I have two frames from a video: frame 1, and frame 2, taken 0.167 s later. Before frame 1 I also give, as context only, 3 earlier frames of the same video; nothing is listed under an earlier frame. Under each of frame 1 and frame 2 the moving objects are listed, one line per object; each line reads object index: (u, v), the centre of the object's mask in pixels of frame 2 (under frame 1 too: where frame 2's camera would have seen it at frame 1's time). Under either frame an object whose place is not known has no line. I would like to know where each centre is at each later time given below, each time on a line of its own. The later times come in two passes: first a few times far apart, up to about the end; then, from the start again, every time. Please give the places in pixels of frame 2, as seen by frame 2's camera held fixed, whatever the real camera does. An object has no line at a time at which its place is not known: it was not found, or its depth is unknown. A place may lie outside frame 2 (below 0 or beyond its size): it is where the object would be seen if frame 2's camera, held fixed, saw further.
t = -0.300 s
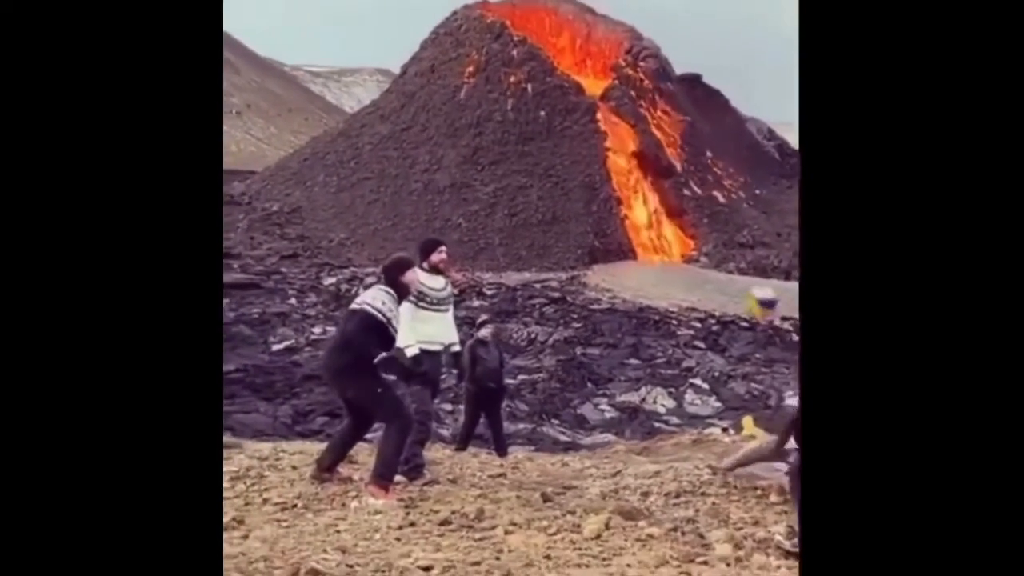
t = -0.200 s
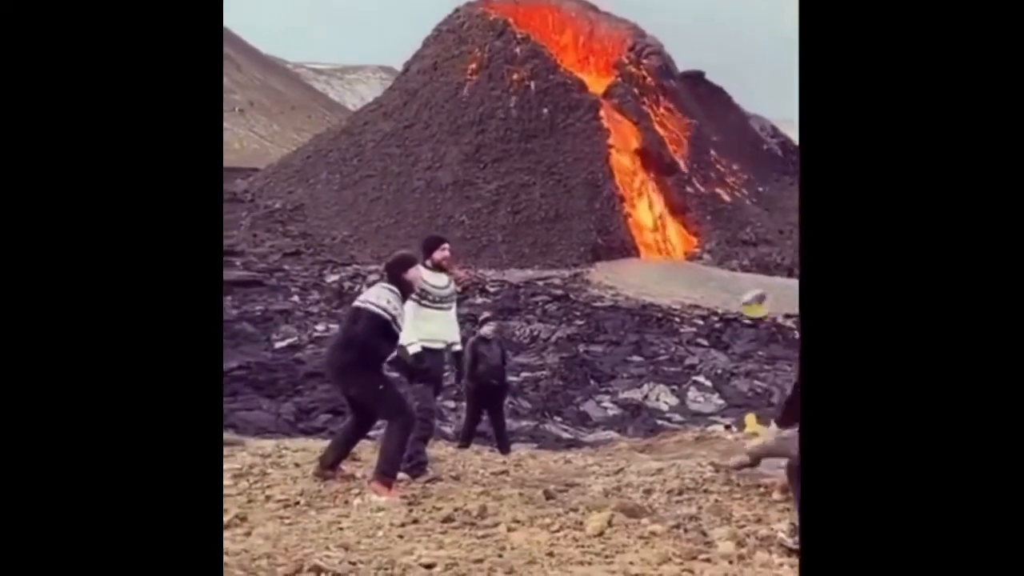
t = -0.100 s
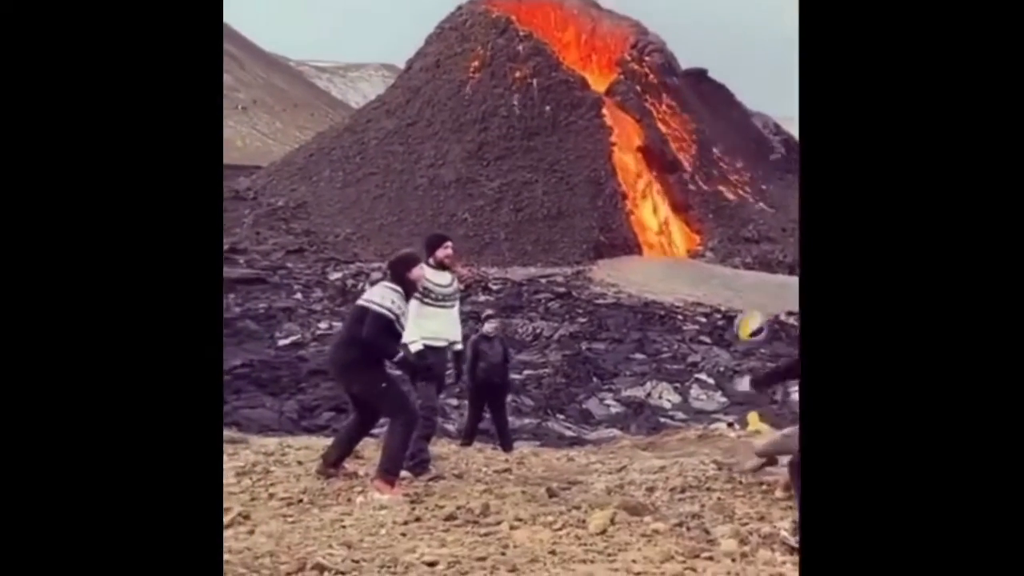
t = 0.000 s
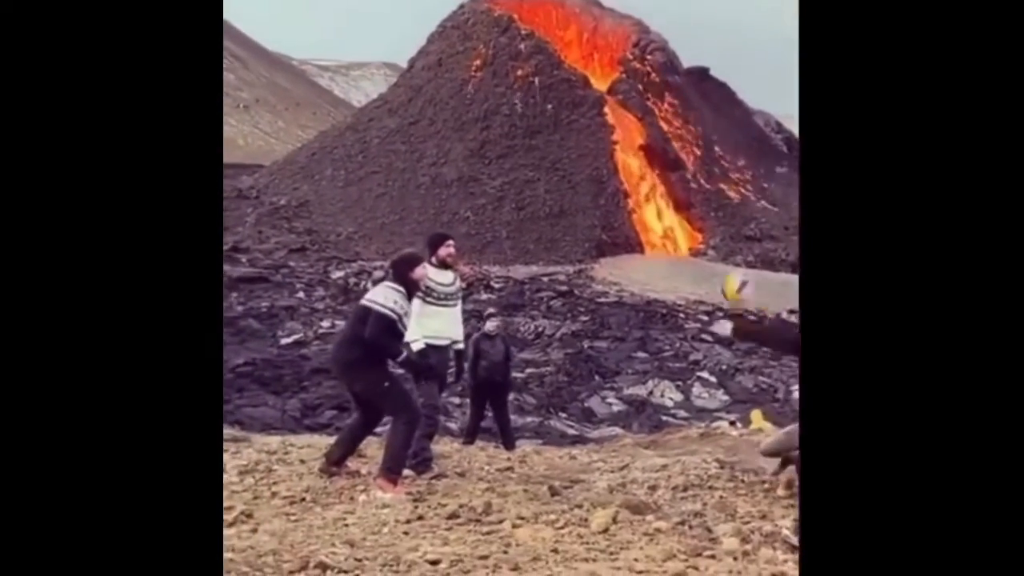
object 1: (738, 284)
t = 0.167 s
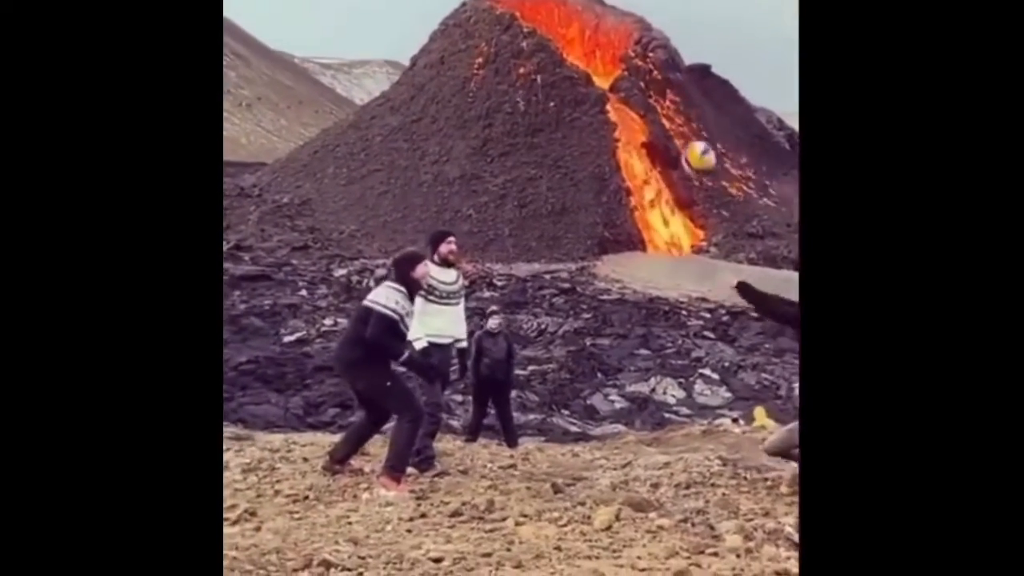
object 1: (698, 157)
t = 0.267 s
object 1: (674, 100)
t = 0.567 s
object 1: (599, 28)
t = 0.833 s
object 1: (530, 96)
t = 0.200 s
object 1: (691, 138)
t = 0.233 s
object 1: (682, 119)
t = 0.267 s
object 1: (674, 100)
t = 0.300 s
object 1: (665, 85)
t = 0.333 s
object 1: (657, 73)
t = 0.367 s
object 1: (649, 62)
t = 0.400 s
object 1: (641, 51)
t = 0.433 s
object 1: (633, 43)
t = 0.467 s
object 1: (625, 36)
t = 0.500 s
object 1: (616, 32)
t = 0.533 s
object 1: (608, 29)
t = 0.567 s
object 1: (599, 28)
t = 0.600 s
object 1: (590, 30)
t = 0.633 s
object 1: (582, 34)
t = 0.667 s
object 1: (572, 43)
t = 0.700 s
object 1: (564, 50)
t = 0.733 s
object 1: (555, 58)
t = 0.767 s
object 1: (546, 68)
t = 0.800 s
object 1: (538, 81)
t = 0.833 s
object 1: (530, 96)
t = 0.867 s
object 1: (521, 113)
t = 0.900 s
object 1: (513, 133)
